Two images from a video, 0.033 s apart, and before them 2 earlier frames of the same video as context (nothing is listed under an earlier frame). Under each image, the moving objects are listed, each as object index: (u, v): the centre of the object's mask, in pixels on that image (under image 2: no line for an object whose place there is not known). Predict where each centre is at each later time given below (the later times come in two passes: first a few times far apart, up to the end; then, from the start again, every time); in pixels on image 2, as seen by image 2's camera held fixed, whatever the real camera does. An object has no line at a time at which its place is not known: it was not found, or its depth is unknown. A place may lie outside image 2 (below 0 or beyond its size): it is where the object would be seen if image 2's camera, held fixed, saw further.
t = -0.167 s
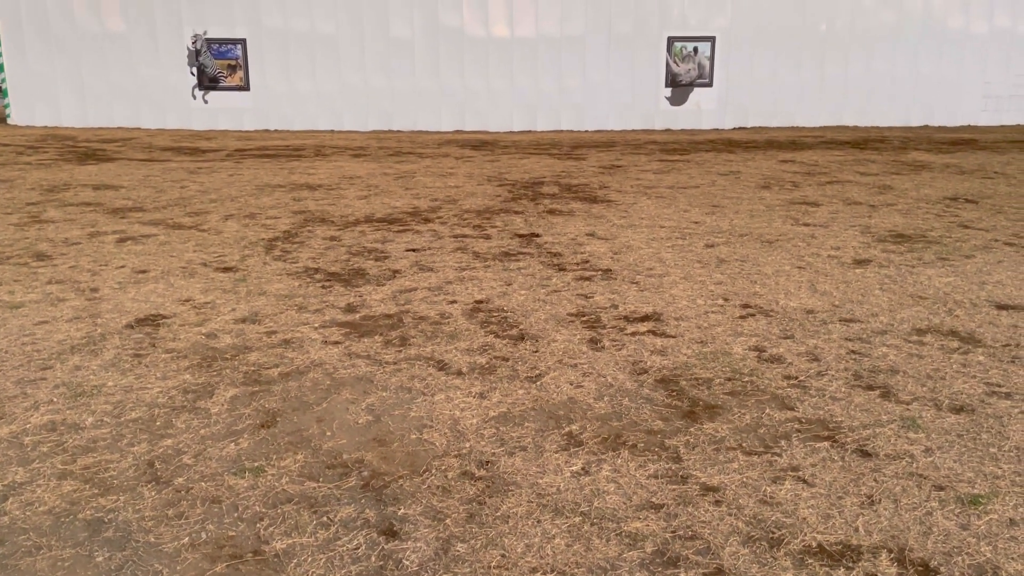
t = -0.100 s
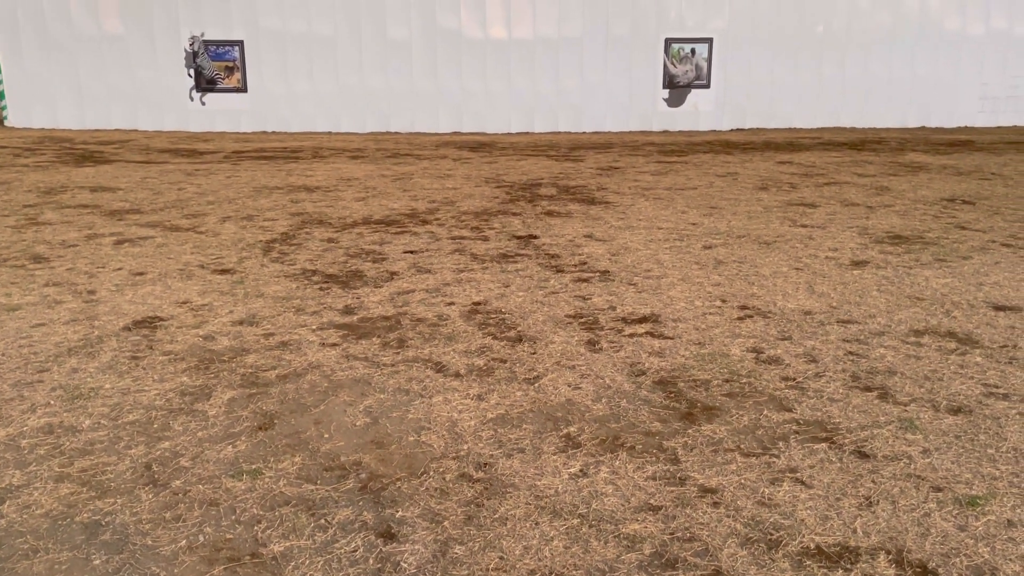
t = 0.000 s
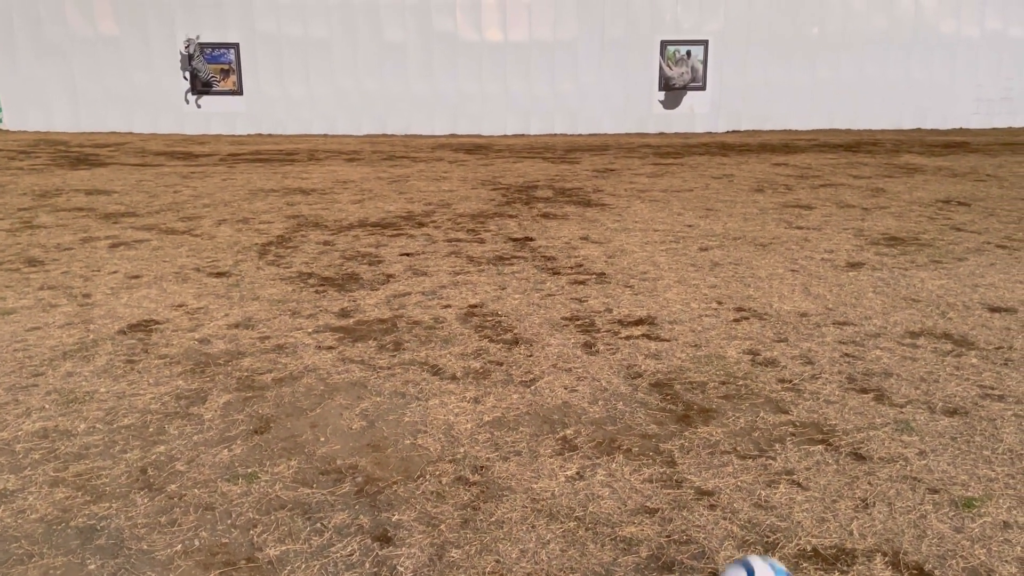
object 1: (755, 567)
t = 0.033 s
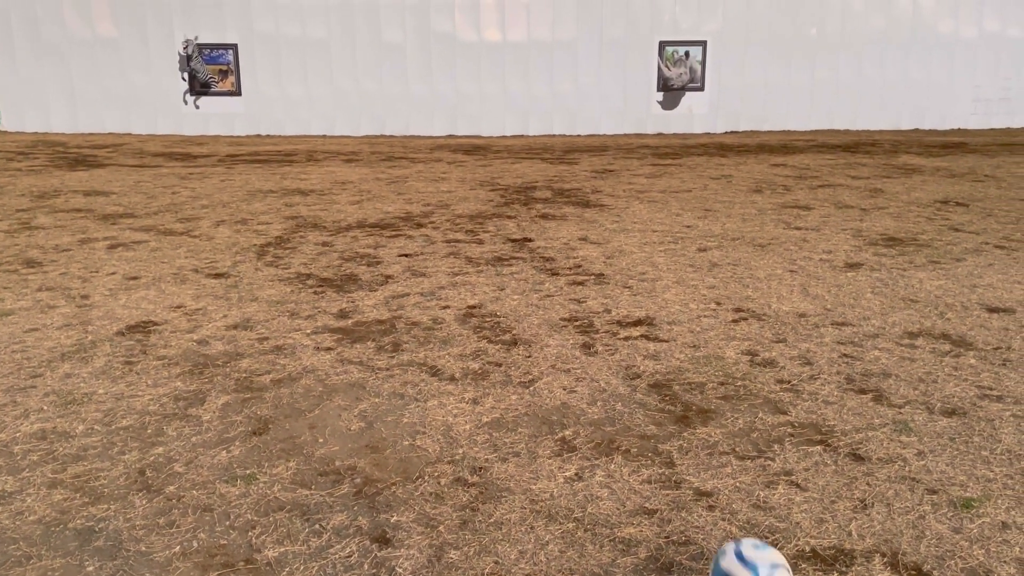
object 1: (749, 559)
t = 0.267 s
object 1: (715, 491)
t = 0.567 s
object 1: (692, 416)
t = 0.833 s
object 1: (683, 369)
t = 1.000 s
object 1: (681, 349)
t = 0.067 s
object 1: (744, 553)
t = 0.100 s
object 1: (739, 546)
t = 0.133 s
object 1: (734, 538)
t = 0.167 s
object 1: (728, 527)
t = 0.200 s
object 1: (724, 515)
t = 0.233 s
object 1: (719, 505)
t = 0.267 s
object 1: (715, 491)
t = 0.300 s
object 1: (712, 481)
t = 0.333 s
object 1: (708, 473)
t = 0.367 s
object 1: (705, 463)
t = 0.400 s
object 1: (702, 455)
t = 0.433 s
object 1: (700, 446)
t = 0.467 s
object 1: (697, 439)
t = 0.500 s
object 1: (696, 430)
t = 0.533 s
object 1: (693, 423)
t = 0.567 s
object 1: (692, 416)
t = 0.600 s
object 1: (690, 409)
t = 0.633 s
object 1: (689, 402)
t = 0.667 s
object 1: (688, 397)
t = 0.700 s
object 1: (687, 392)
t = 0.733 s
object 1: (686, 386)
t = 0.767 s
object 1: (685, 380)
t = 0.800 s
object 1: (684, 374)
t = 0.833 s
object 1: (683, 369)
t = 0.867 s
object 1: (682, 366)
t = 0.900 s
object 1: (682, 361)
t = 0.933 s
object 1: (682, 356)
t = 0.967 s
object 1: (682, 352)
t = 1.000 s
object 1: (681, 349)
